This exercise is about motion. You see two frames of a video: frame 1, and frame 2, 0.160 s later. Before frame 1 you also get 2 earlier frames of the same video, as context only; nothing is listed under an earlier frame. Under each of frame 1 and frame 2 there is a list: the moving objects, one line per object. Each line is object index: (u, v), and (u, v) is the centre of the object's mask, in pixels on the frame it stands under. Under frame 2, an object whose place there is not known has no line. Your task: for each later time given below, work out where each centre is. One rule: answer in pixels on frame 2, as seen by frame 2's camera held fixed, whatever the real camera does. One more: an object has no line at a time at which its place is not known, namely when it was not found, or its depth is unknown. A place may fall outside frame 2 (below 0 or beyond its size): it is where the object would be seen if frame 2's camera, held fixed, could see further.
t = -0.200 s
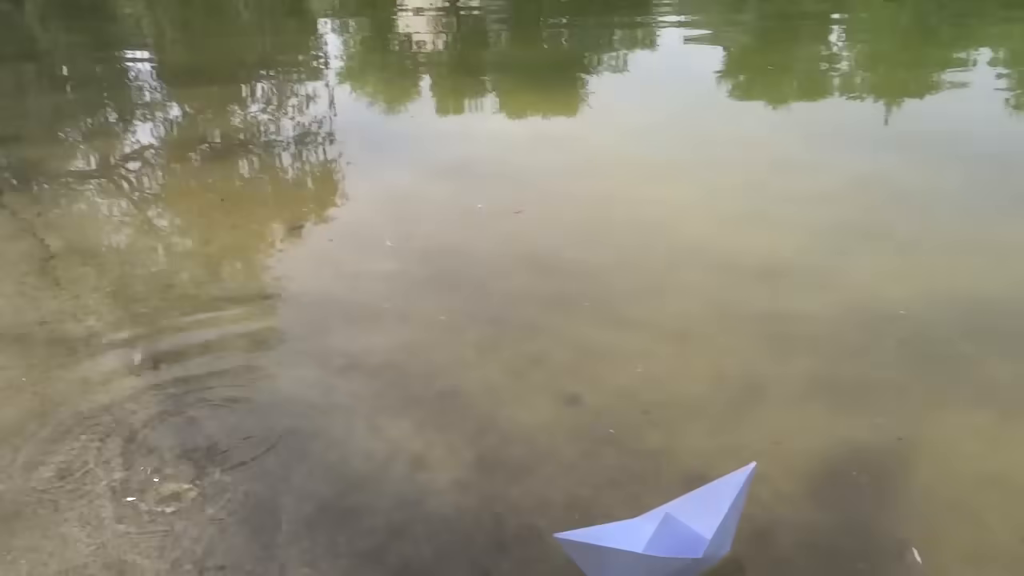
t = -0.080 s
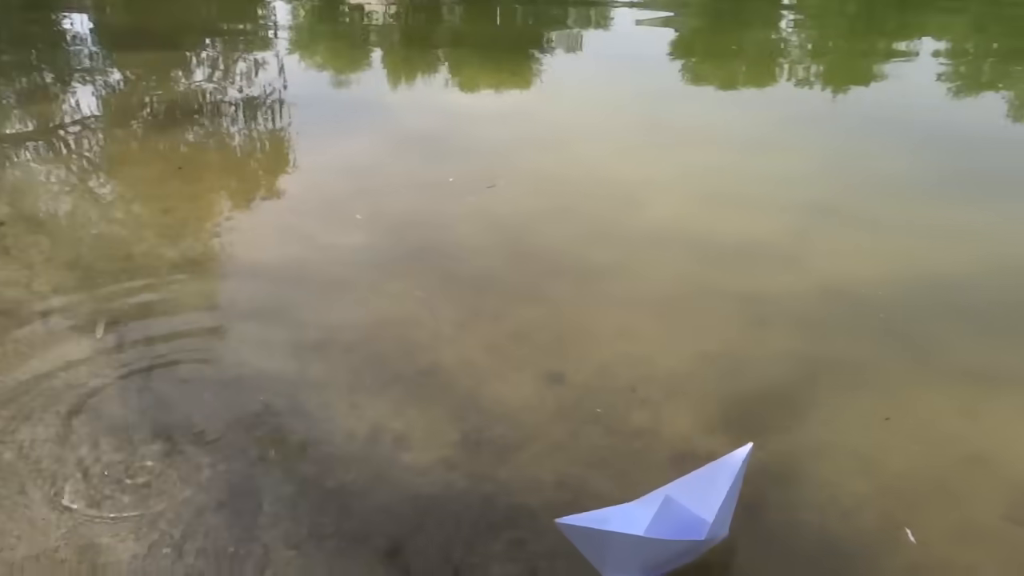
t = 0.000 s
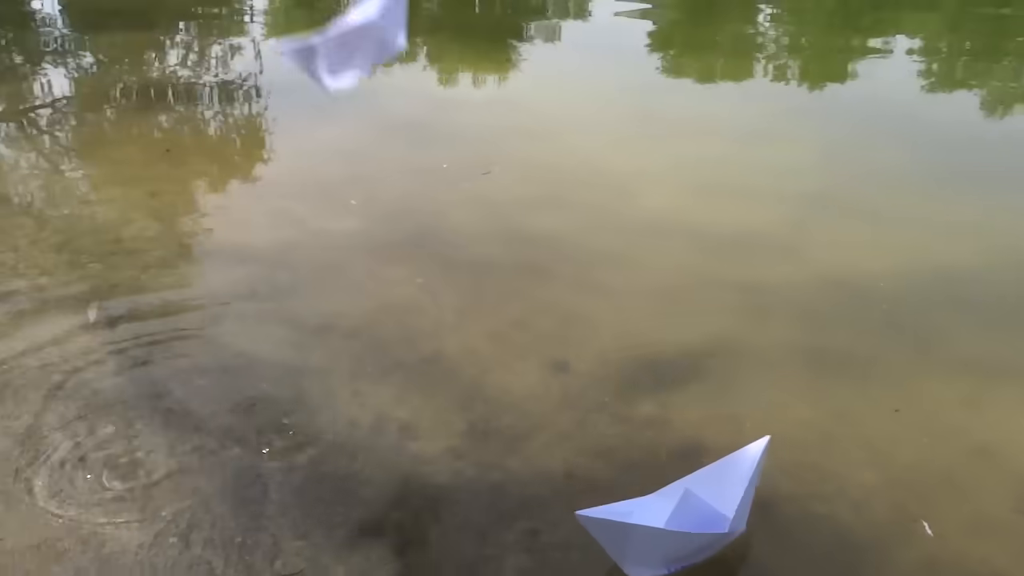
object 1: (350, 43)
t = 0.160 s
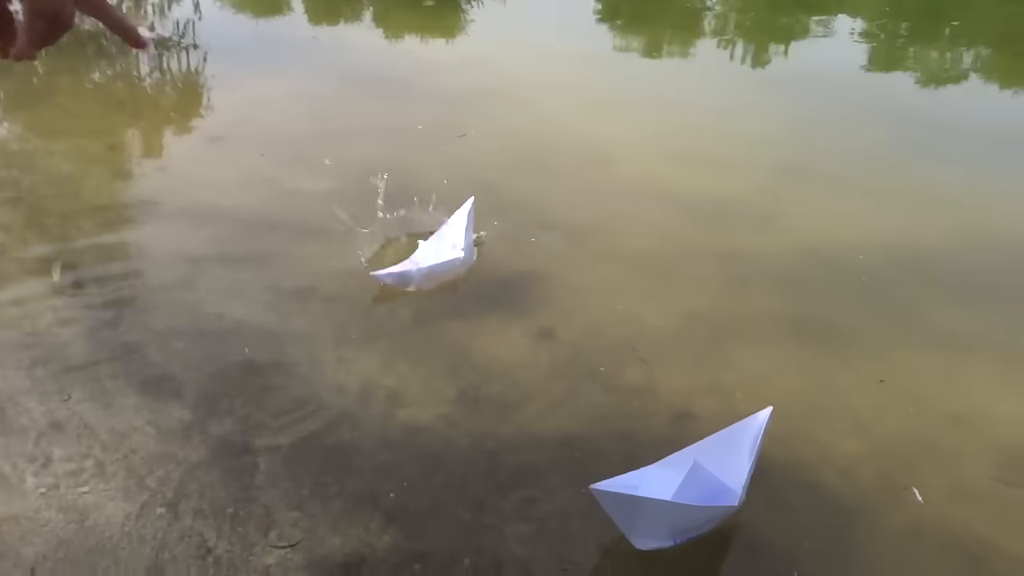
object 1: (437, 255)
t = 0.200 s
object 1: (439, 252)
